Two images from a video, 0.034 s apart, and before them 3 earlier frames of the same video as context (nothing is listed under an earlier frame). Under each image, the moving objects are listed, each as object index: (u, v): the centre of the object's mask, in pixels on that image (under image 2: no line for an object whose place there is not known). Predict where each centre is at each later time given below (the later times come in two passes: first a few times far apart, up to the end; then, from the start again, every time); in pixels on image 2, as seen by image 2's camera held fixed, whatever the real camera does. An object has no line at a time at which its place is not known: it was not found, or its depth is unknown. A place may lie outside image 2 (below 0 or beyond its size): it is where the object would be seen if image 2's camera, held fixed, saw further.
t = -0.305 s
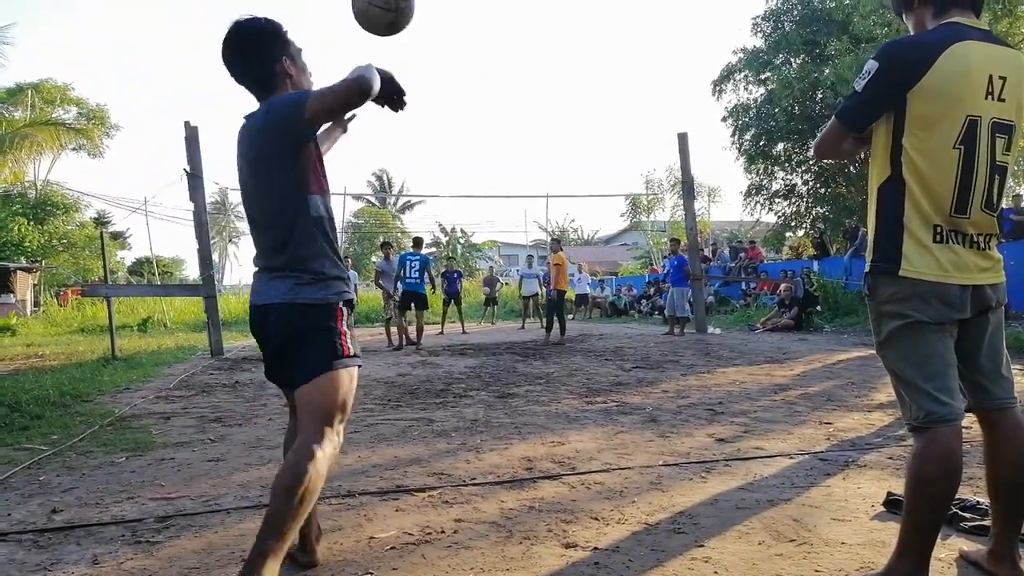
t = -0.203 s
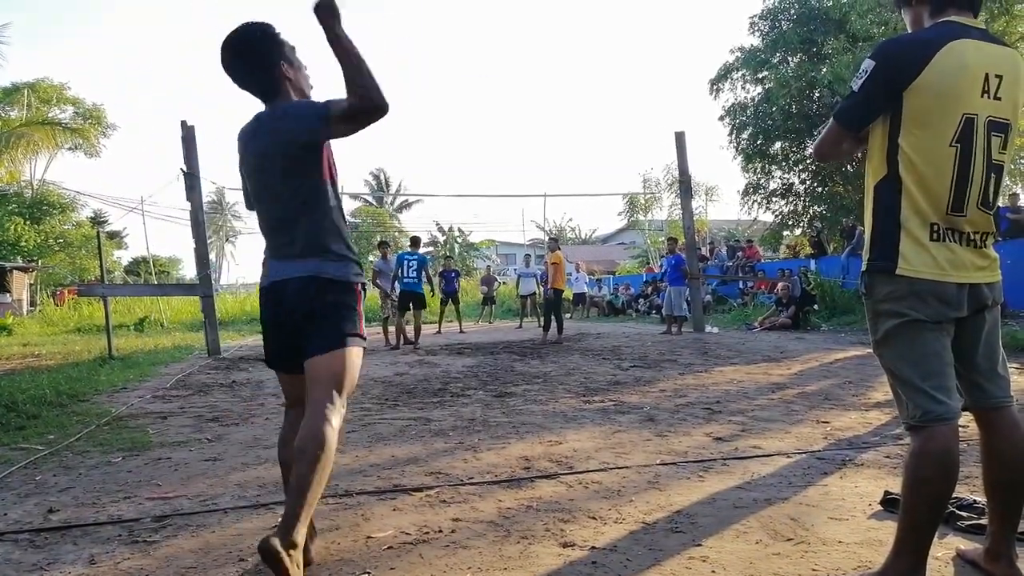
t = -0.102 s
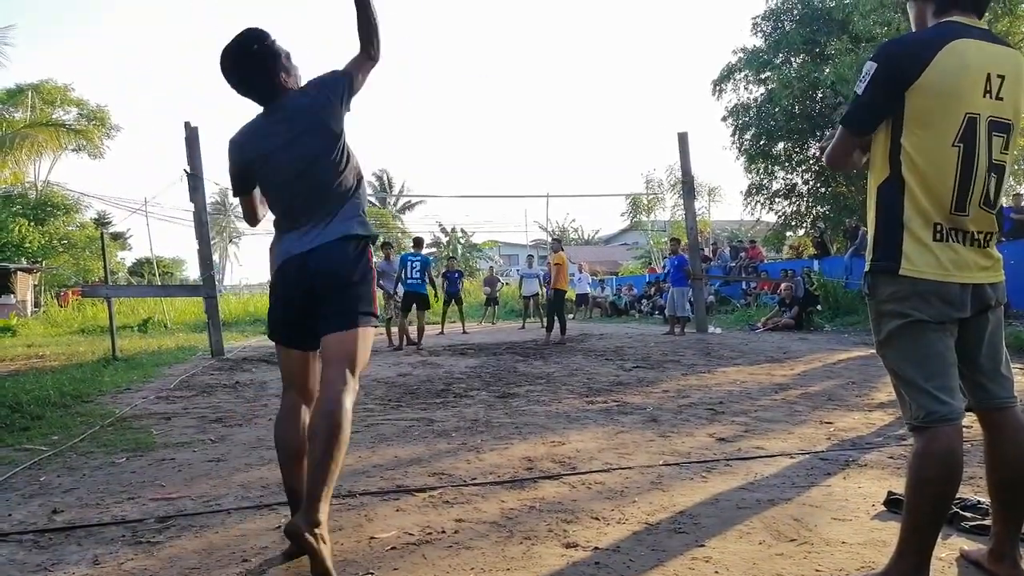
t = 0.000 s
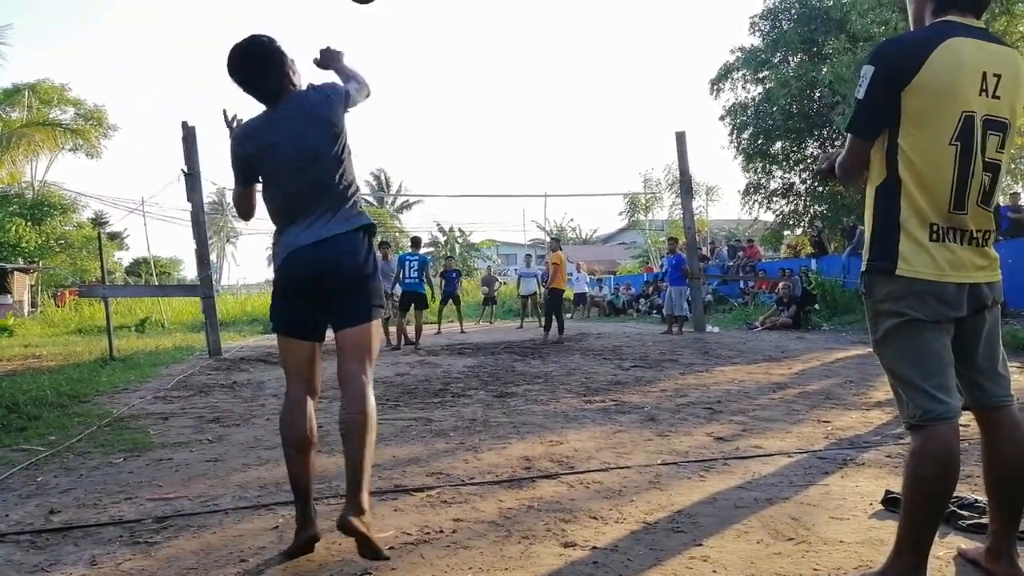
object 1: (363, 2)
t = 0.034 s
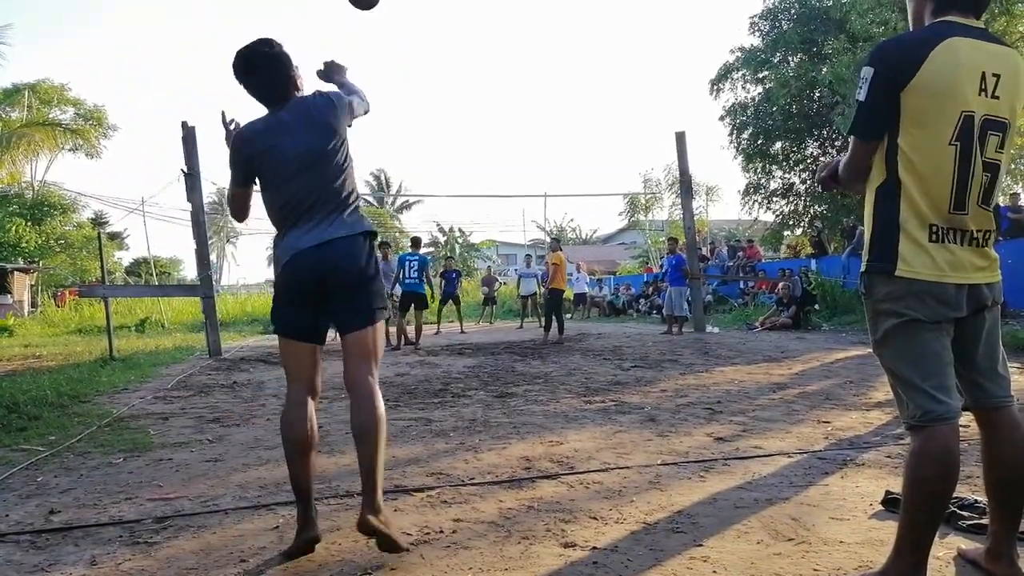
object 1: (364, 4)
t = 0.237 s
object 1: (372, 50)
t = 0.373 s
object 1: (378, 92)
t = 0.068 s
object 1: (365, 7)
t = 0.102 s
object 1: (366, 11)
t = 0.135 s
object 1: (368, 19)
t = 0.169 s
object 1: (369, 29)
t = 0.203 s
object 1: (371, 40)
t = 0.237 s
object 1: (372, 50)
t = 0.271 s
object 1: (373, 60)
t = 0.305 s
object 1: (375, 71)
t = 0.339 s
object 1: (377, 82)
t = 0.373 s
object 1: (378, 92)
